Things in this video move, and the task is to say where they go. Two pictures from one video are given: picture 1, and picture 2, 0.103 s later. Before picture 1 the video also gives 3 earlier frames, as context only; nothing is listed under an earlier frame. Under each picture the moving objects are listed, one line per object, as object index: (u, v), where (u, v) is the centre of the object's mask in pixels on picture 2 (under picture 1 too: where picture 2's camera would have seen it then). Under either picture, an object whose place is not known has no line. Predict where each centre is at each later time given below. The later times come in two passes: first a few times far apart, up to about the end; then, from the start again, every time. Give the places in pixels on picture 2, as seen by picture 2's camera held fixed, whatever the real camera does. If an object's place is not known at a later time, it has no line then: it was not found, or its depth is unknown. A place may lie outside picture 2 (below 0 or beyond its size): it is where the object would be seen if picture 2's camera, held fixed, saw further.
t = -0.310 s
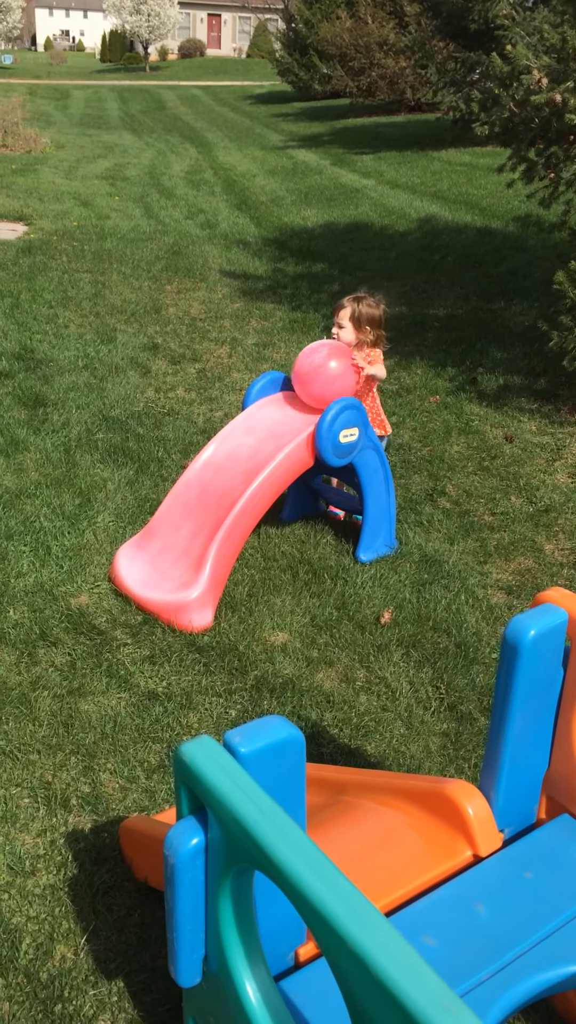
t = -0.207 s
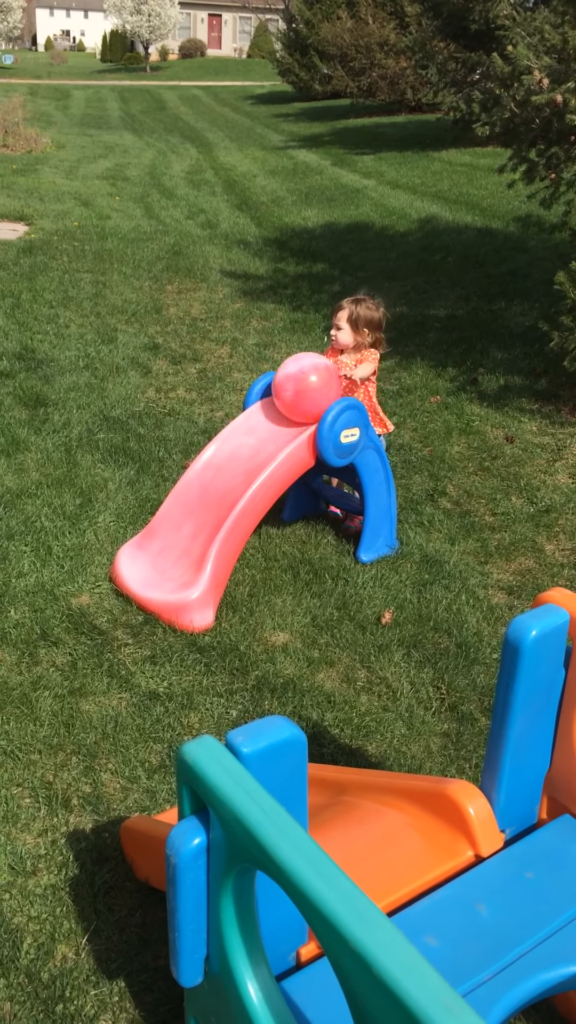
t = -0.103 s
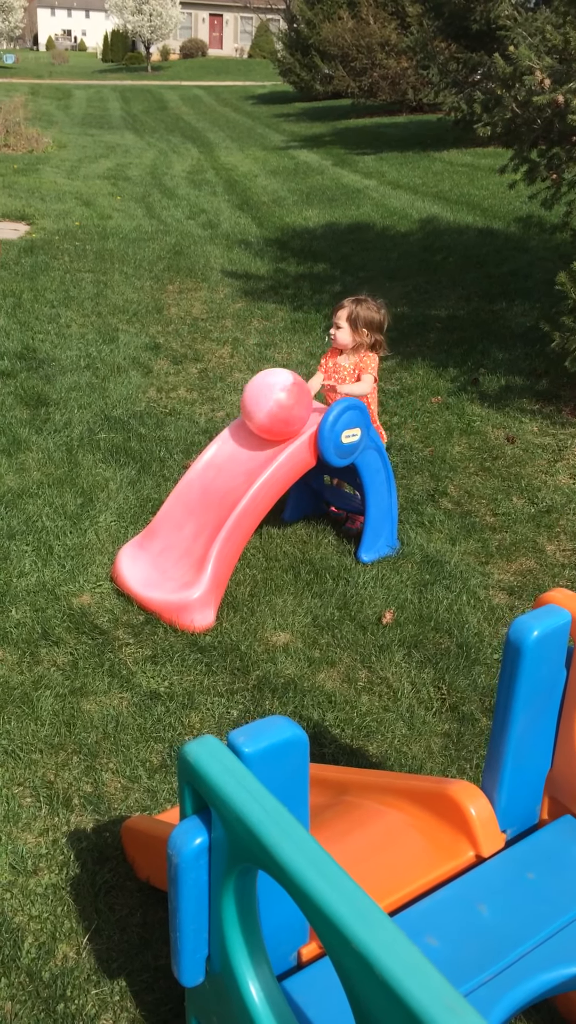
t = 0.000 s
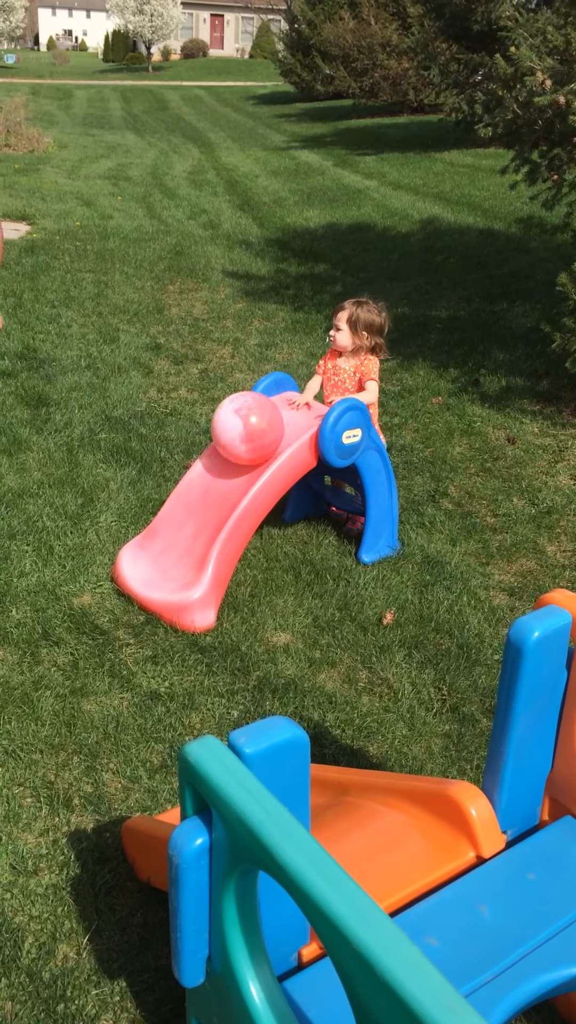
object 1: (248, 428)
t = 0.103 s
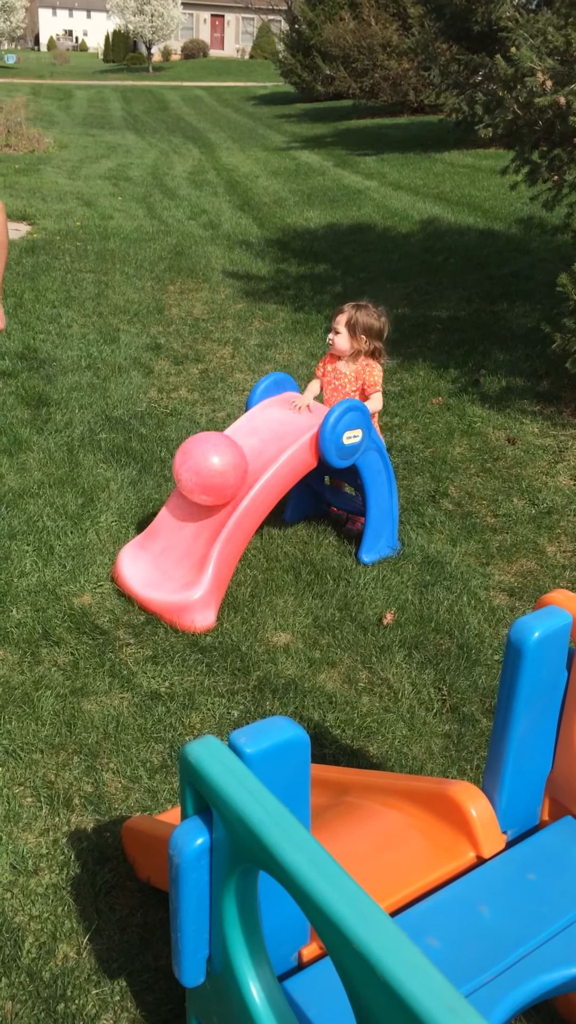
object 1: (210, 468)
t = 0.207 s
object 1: (168, 529)
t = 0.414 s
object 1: (50, 609)
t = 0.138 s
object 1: (196, 487)
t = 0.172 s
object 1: (181, 509)
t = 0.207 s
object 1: (168, 529)
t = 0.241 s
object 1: (151, 546)
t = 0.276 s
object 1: (133, 559)
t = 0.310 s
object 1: (113, 567)
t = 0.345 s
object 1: (93, 579)
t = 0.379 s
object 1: (73, 593)
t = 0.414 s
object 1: (50, 609)
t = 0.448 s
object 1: (33, 615)
